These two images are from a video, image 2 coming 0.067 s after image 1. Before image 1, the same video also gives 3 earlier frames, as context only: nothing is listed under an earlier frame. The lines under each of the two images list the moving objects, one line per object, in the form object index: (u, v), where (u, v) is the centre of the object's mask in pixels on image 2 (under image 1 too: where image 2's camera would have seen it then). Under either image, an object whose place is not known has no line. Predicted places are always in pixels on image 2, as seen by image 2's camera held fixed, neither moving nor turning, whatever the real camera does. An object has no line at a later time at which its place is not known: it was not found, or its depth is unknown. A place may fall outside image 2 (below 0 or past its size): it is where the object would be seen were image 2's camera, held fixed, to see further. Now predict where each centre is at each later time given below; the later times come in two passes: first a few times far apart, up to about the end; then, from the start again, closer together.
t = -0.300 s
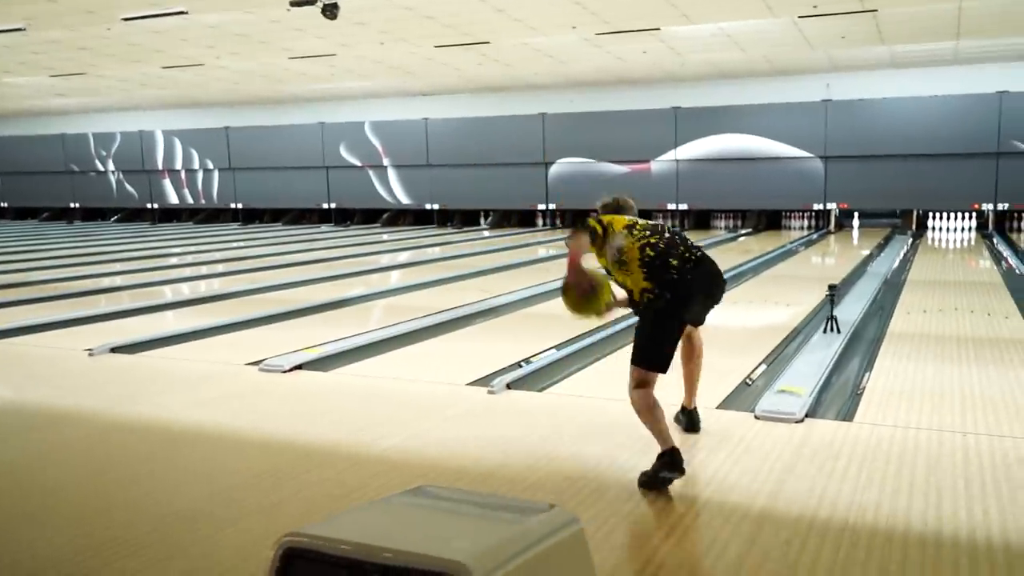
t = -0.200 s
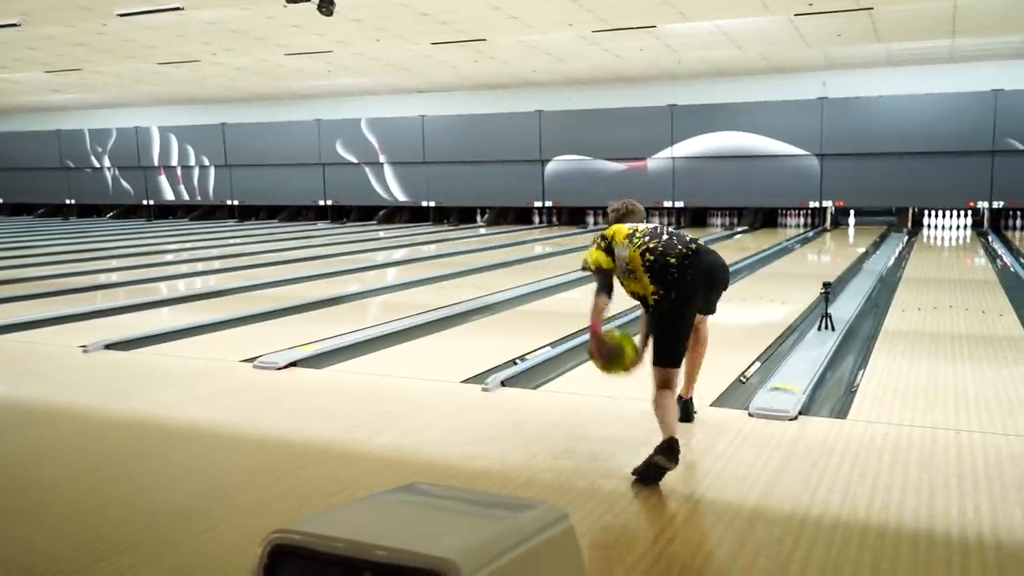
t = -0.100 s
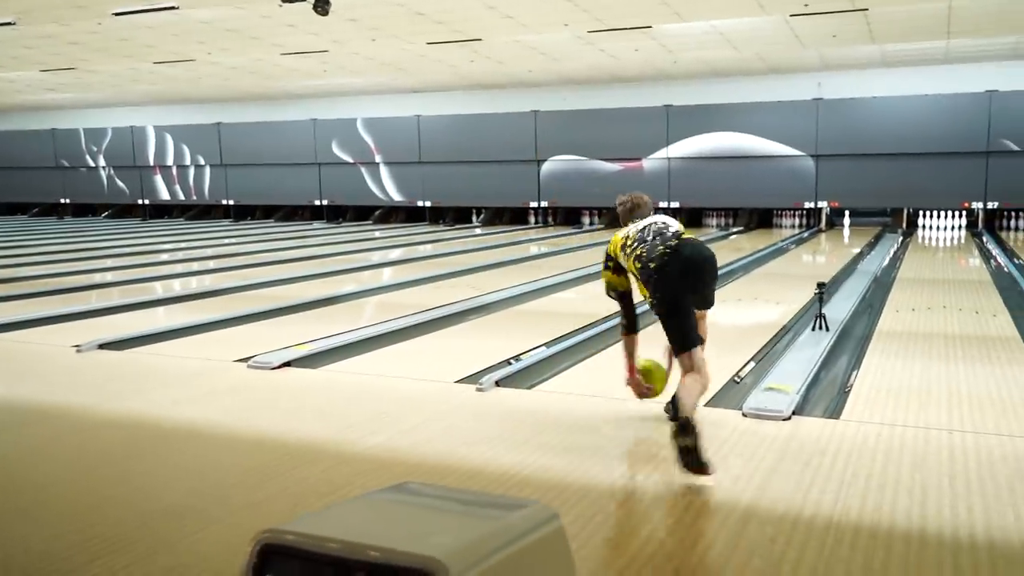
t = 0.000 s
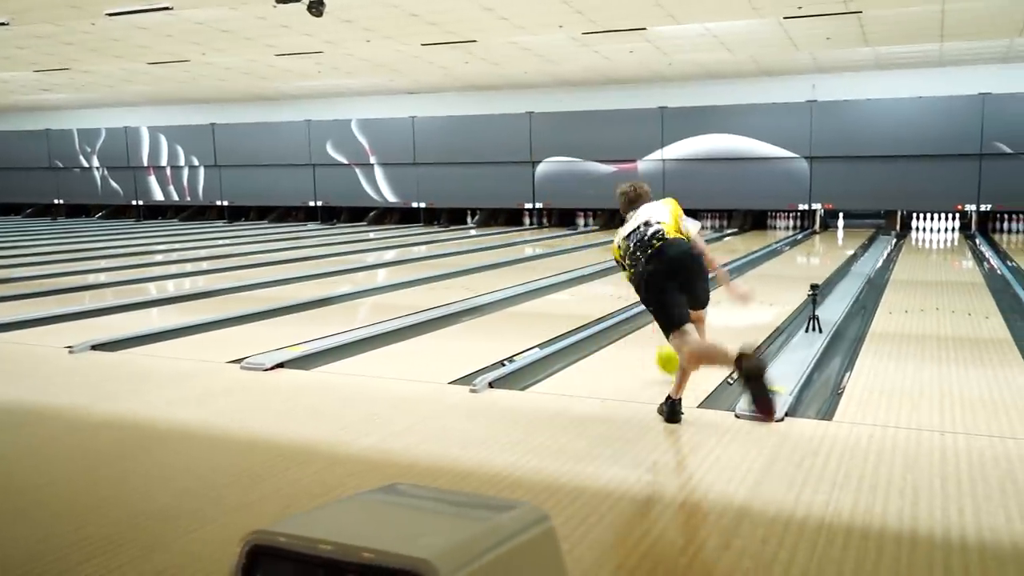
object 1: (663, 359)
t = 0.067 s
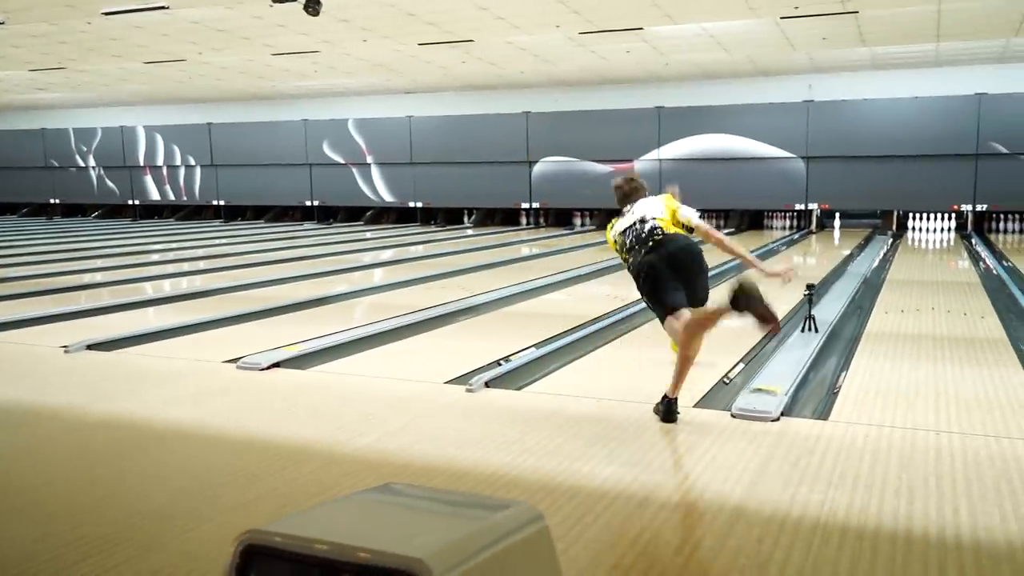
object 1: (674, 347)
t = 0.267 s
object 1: (723, 312)
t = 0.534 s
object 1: (755, 283)
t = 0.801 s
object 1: (775, 264)
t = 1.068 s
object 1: (791, 251)
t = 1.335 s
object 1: (803, 241)
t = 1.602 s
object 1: (813, 234)
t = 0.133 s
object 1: (707, 335)
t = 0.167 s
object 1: (710, 327)
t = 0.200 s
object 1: (713, 321)
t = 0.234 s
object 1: (718, 317)
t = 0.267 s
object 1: (723, 312)
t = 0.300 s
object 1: (727, 307)
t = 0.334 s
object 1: (732, 303)
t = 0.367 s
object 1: (737, 300)
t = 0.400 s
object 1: (740, 296)
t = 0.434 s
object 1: (744, 293)
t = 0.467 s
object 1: (748, 290)
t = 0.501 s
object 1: (751, 286)
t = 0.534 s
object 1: (755, 283)
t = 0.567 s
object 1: (758, 279)
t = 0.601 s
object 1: (761, 277)
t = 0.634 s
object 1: (763, 276)
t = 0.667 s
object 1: (767, 272)
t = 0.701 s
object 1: (768, 270)
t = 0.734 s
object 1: (772, 267)
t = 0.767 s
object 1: (774, 266)
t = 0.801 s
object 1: (775, 264)
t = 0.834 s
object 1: (778, 262)
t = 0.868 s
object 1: (780, 261)
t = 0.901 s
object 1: (782, 259)
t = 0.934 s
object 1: (784, 257)
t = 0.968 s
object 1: (785, 255)
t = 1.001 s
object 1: (788, 254)
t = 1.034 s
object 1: (789, 252)
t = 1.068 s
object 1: (791, 251)
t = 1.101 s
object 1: (792, 249)
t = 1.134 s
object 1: (794, 248)
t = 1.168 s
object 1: (795, 247)
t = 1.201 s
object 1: (797, 246)
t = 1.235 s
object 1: (799, 245)
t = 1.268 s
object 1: (800, 244)
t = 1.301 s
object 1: (802, 242)
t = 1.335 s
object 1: (803, 241)
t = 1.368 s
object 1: (805, 240)
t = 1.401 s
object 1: (806, 239)
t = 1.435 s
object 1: (807, 238)
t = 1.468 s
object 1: (808, 237)
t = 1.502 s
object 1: (810, 236)
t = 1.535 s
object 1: (811, 235)
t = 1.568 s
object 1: (812, 235)
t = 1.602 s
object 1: (813, 234)
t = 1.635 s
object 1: (815, 233)
